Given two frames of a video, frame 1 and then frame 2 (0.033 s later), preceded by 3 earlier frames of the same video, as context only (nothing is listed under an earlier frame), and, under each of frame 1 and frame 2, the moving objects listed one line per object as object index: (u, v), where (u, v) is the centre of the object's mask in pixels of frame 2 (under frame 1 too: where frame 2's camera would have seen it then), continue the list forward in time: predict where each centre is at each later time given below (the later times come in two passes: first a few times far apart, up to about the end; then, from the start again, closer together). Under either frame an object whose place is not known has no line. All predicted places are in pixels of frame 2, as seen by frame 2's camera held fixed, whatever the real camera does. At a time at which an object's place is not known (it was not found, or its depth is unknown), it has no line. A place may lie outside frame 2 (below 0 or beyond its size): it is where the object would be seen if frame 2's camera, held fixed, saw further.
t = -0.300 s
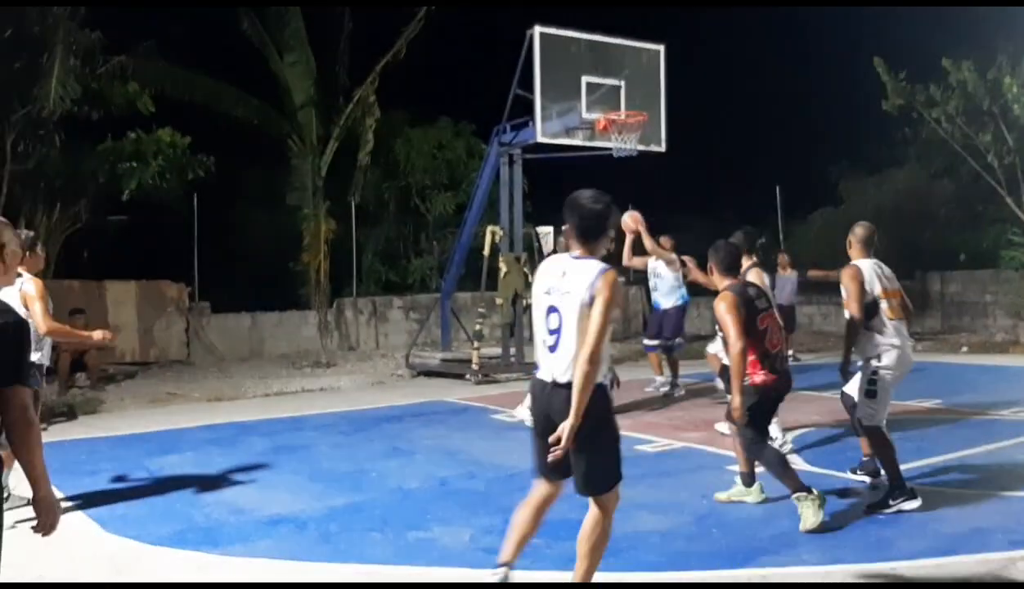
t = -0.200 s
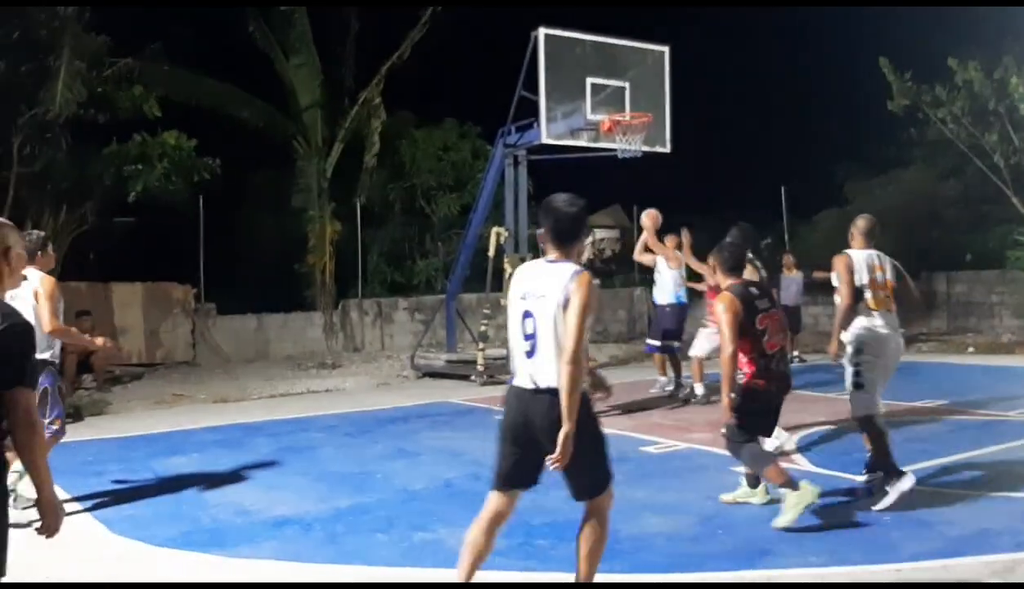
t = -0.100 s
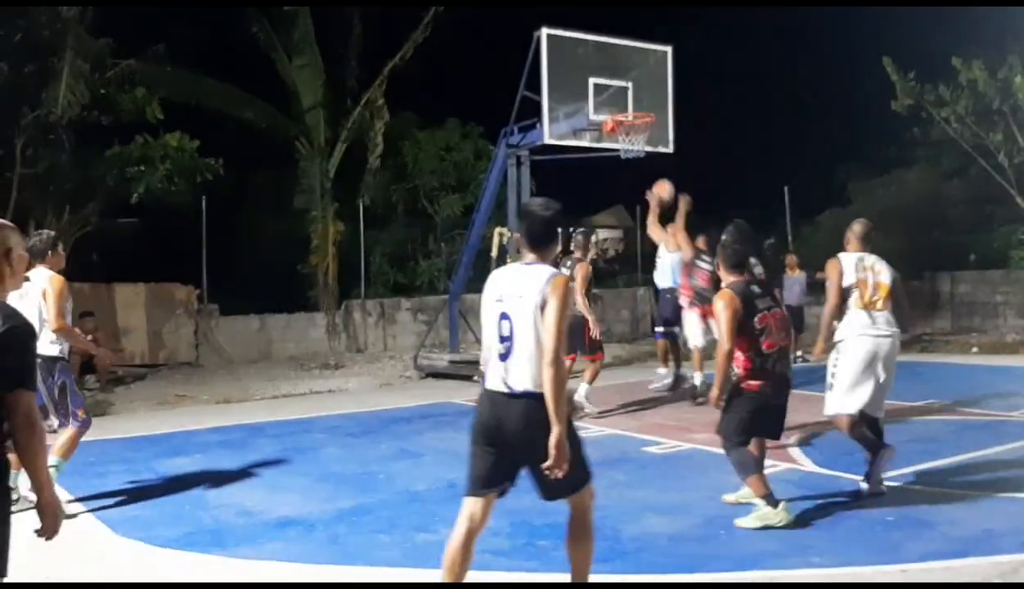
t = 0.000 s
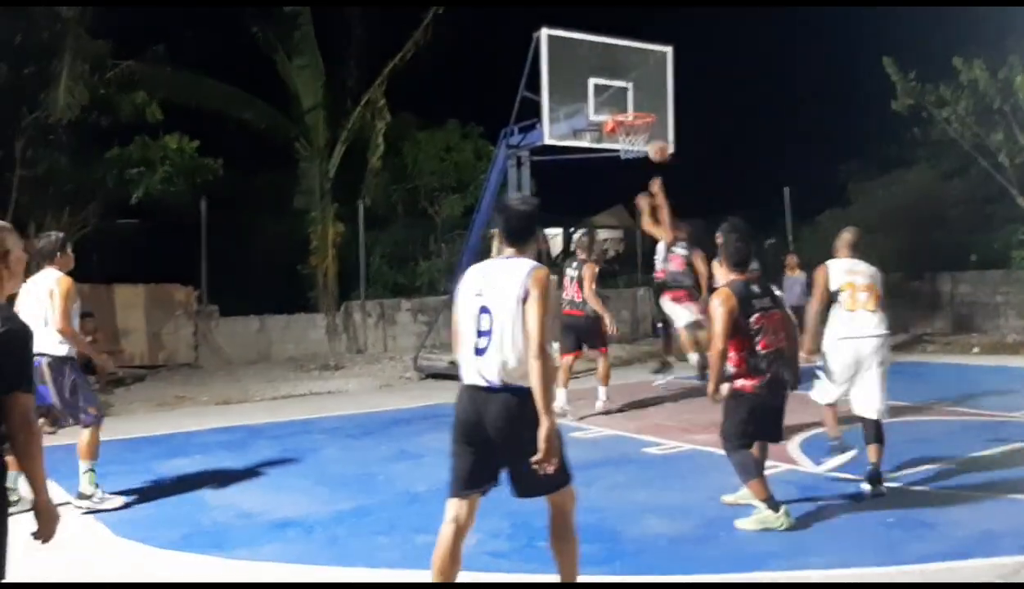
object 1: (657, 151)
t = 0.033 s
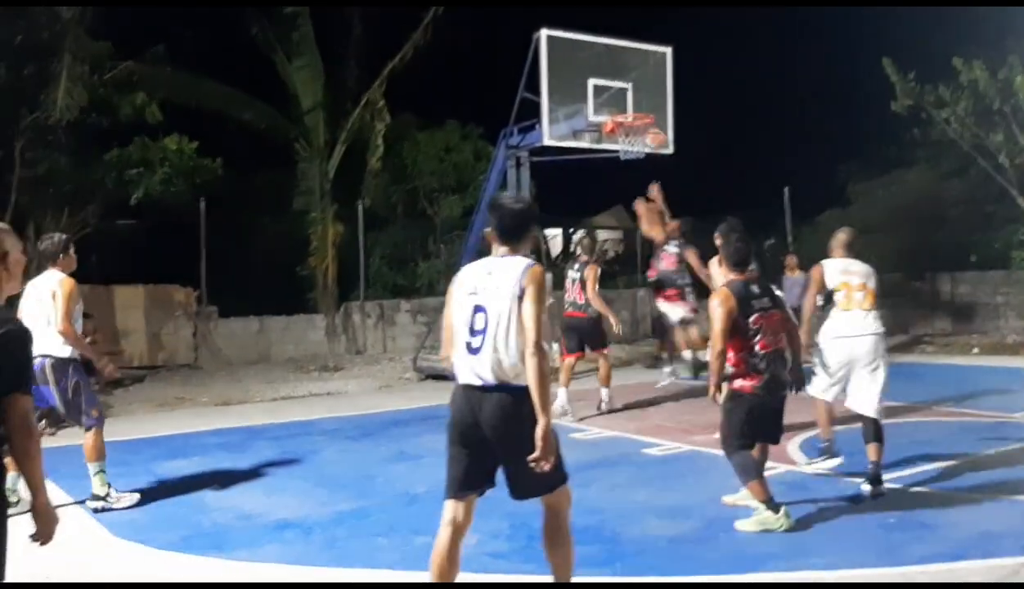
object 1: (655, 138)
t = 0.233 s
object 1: (641, 88)
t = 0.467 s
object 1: (638, 85)
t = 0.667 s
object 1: (636, 111)
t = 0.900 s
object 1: (623, 133)
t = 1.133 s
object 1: (629, 148)
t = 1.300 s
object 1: (638, 168)
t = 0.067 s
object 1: (653, 129)
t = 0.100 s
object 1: (650, 117)
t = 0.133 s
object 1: (647, 107)
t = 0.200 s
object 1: (643, 93)
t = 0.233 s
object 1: (641, 88)
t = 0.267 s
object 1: (640, 85)
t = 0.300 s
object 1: (640, 82)
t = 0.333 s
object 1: (640, 81)
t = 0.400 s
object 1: (639, 82)
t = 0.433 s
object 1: (639, 83)
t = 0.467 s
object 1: (638, 85)
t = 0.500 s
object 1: (638, 89)
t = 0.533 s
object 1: (638, 93)
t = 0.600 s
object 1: (639, 104)
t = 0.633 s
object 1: (638, 110)
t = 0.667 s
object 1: (636, 111)
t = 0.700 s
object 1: (634, 112)
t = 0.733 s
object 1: (631, 112)
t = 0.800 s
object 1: (626, 121)
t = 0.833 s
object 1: (623, 127)
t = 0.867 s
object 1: (622, 130)
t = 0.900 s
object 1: (623, 133)
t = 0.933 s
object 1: (623, 134)
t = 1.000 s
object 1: (624, 138)
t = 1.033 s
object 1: (624, 140)
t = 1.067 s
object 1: (626, 142)
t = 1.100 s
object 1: (628, 144)
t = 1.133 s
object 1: (629, 148)
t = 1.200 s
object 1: (634, 158)
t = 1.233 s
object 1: (636, 161)
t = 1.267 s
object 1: (637, 164)
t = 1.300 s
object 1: (638, 168)
